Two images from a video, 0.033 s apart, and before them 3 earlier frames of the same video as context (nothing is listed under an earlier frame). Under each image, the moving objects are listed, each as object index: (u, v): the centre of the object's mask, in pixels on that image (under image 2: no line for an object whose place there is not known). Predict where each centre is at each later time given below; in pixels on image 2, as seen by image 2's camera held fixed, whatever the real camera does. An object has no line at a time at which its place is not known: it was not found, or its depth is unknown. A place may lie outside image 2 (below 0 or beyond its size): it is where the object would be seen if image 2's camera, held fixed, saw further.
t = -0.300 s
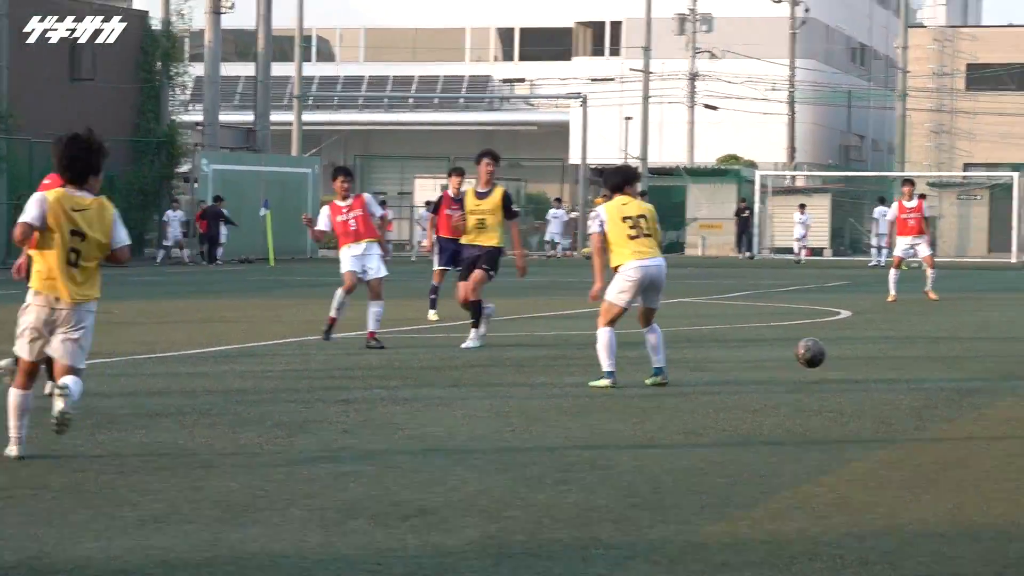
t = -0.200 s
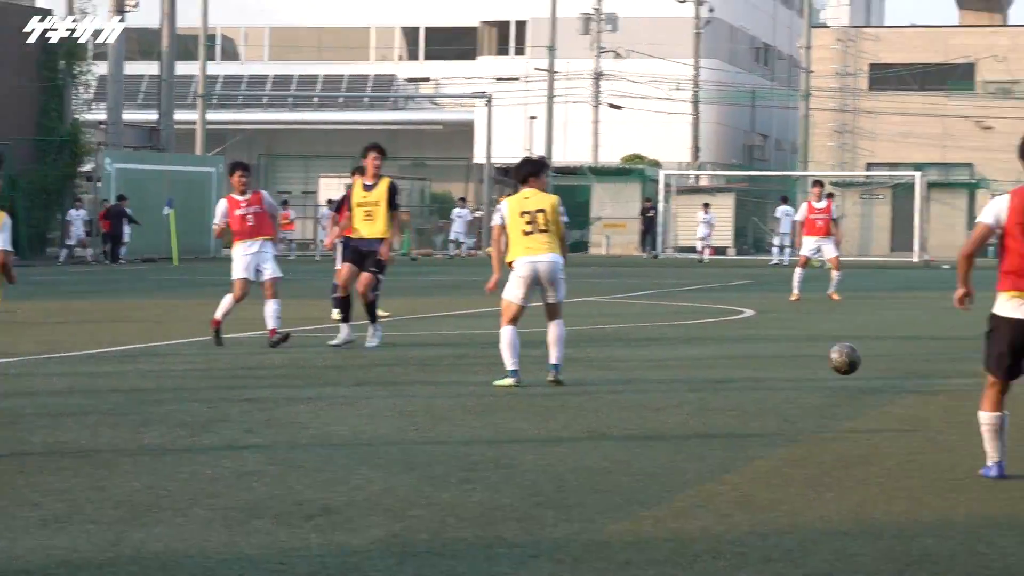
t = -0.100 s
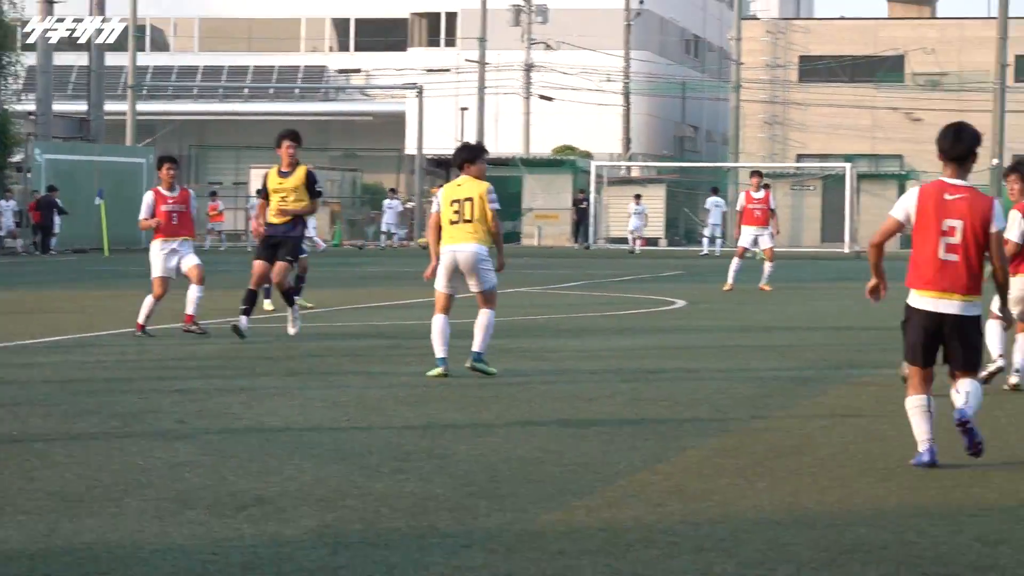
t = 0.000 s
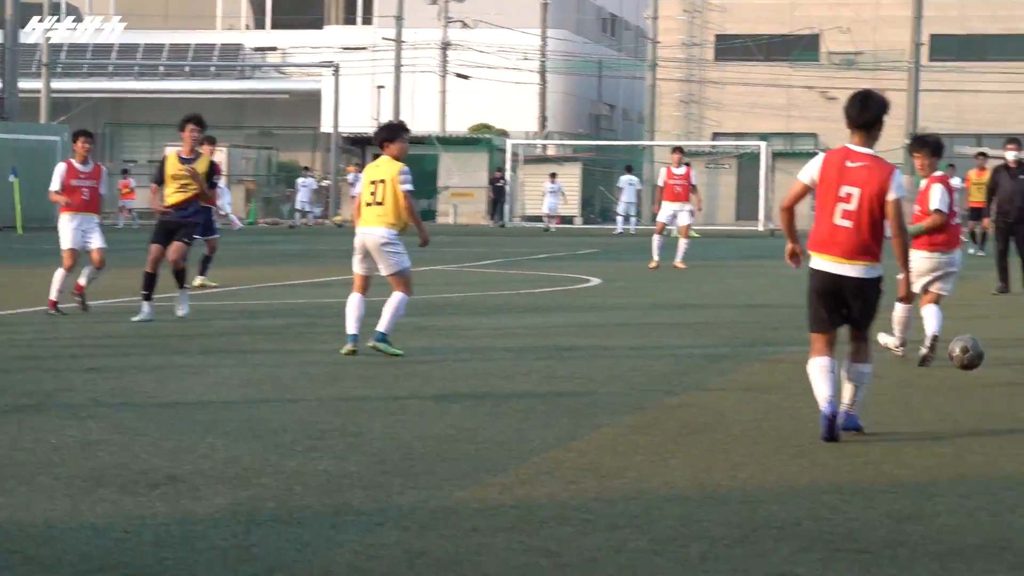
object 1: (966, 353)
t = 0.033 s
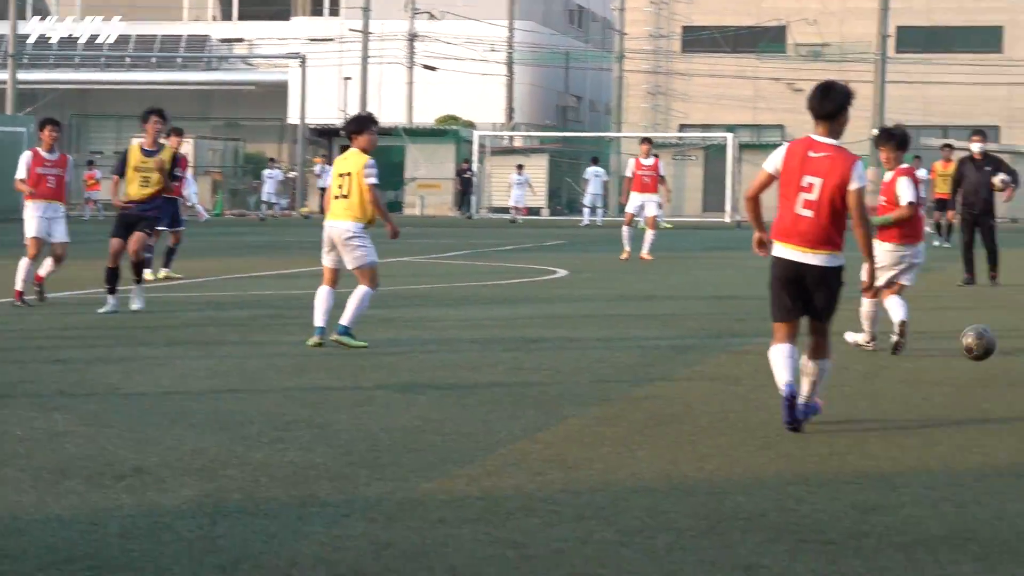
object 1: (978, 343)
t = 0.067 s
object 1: (1026, 345)
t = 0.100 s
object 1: (1076, 350)
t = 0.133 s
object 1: (1130, 357)
